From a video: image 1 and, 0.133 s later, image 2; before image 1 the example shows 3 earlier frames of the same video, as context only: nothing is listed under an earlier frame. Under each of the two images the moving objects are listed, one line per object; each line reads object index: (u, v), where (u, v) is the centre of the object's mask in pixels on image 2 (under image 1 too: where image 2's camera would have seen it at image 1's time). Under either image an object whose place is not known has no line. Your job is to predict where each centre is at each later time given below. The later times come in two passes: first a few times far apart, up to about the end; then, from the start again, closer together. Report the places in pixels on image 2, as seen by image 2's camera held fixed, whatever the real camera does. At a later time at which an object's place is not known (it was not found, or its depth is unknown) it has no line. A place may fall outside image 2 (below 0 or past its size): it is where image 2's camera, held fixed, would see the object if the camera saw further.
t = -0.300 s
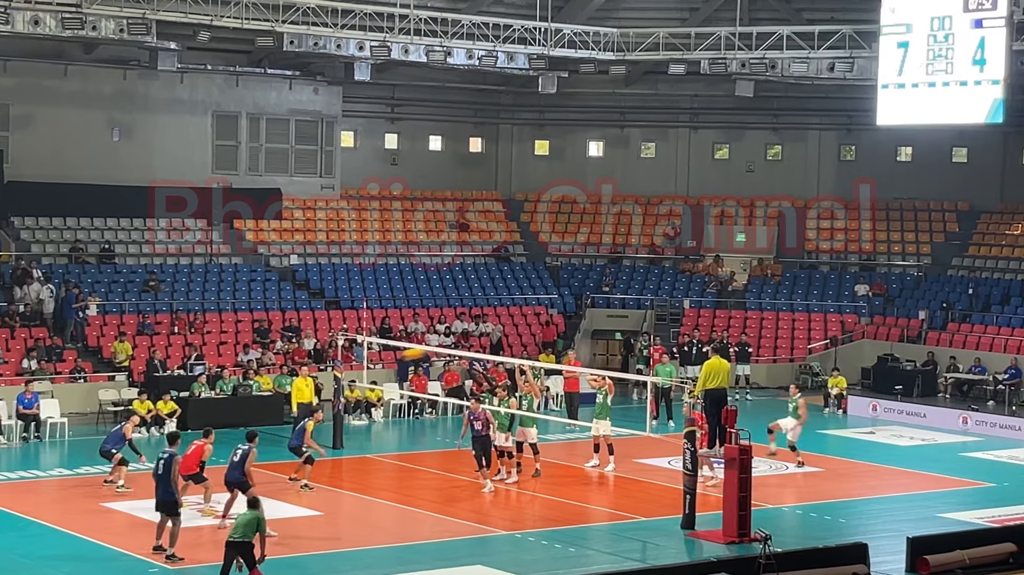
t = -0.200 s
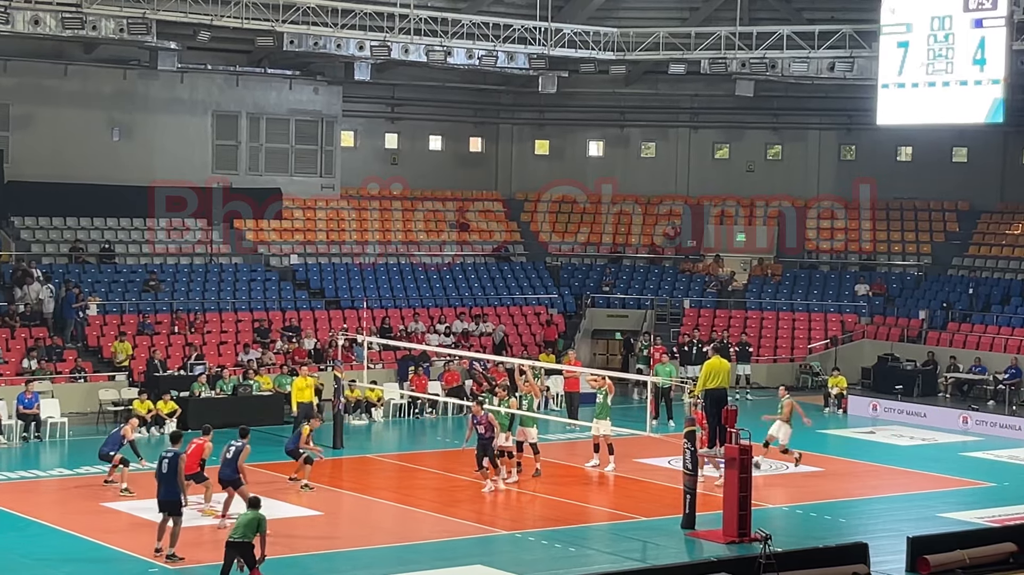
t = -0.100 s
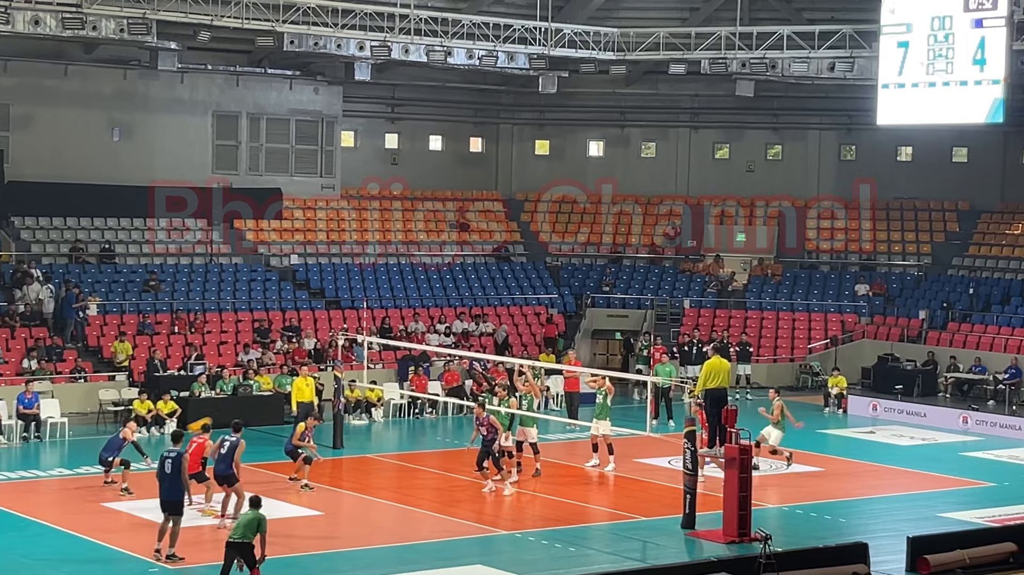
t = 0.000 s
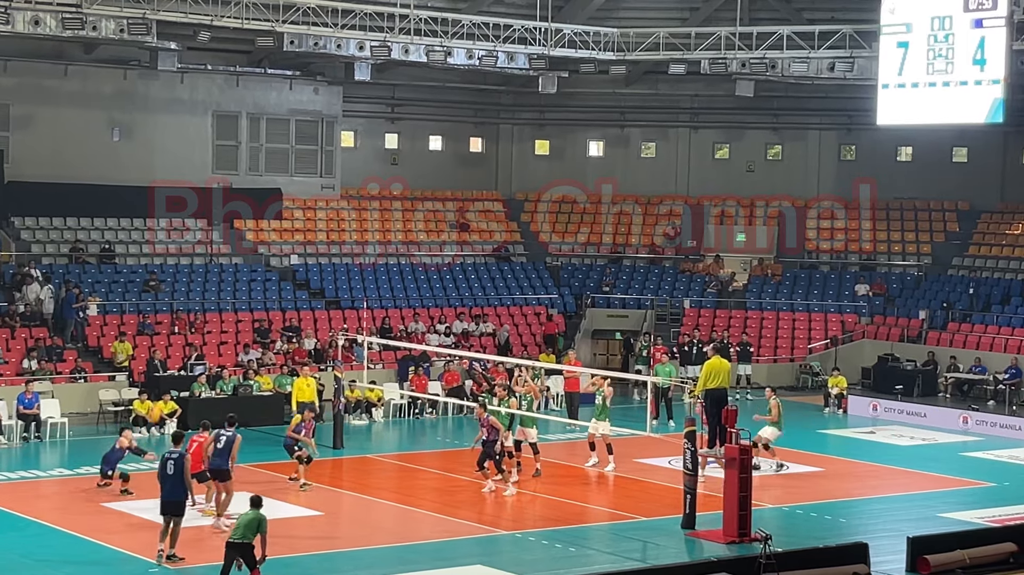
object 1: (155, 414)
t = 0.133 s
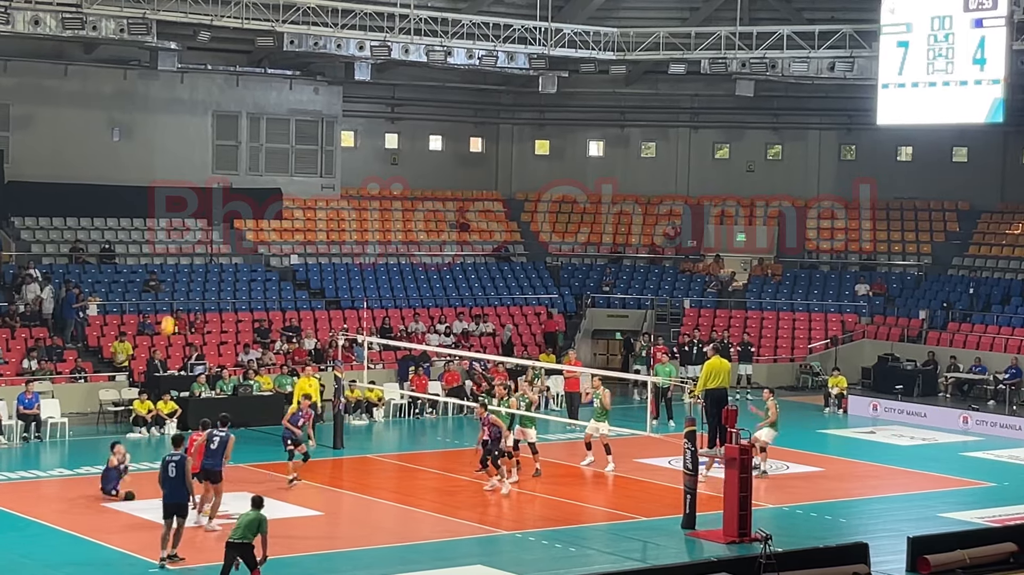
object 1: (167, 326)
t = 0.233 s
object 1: (175, 267)
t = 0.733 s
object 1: (194, 60)
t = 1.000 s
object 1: (196, 10)
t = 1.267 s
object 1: (196, 5)
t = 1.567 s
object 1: (195, 53)
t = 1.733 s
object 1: (197, 108)
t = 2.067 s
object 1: (205, 277)
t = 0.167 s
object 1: (170, 305)
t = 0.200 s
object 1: (172, 286)
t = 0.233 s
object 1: (175, 267)
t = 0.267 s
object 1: (177, 249)
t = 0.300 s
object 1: (179, 232)
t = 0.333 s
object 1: (181, 215)
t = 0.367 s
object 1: (182, 198)
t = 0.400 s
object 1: (184, 183)
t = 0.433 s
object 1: (185, 168)
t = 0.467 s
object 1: (187, 153)
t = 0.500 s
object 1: (188, 140)
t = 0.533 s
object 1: (189, 127)
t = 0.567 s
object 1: (190, 114)
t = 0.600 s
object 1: (191, 102)
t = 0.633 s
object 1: (192, 91)
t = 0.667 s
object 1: (192, 81)
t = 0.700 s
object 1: (193, 70)
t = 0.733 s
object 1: (194, 60)
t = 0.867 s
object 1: (195, 30)
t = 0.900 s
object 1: (195, 25)
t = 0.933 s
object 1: (196, 19)
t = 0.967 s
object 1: (196, 14)
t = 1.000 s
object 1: (196, 10)
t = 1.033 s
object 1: (196, 7)
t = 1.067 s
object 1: (197, 6)
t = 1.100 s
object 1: (197, 4)
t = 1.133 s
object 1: (197, 4)
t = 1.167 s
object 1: (197, 4)
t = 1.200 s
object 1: (197, 4)
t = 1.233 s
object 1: (197, 4)
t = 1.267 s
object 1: (196, 5)
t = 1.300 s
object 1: (196, 6)
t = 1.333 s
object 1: (196, 9)
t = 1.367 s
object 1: (196, 12)
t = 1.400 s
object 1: (196, 18)
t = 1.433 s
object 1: (195, 24)
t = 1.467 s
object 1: (195, 30)
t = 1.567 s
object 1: (195, 53)
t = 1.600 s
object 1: (195, 63)
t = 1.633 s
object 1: (195, 73)
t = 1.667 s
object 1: (195, 84)
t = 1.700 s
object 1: (196, 95)
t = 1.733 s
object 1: (197, 108)
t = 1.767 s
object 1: (197, 121)
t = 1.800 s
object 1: (198, 135)
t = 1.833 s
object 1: (198, 150)
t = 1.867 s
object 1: (200, 166)
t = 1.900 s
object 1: (200, 182)
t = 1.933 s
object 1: (201, 199)
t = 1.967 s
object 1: (202, 216)
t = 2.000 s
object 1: (203, 236)
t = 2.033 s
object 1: (204, 254)
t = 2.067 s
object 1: (205, 277)
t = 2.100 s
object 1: (207, 298)
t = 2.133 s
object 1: (210, 319)
